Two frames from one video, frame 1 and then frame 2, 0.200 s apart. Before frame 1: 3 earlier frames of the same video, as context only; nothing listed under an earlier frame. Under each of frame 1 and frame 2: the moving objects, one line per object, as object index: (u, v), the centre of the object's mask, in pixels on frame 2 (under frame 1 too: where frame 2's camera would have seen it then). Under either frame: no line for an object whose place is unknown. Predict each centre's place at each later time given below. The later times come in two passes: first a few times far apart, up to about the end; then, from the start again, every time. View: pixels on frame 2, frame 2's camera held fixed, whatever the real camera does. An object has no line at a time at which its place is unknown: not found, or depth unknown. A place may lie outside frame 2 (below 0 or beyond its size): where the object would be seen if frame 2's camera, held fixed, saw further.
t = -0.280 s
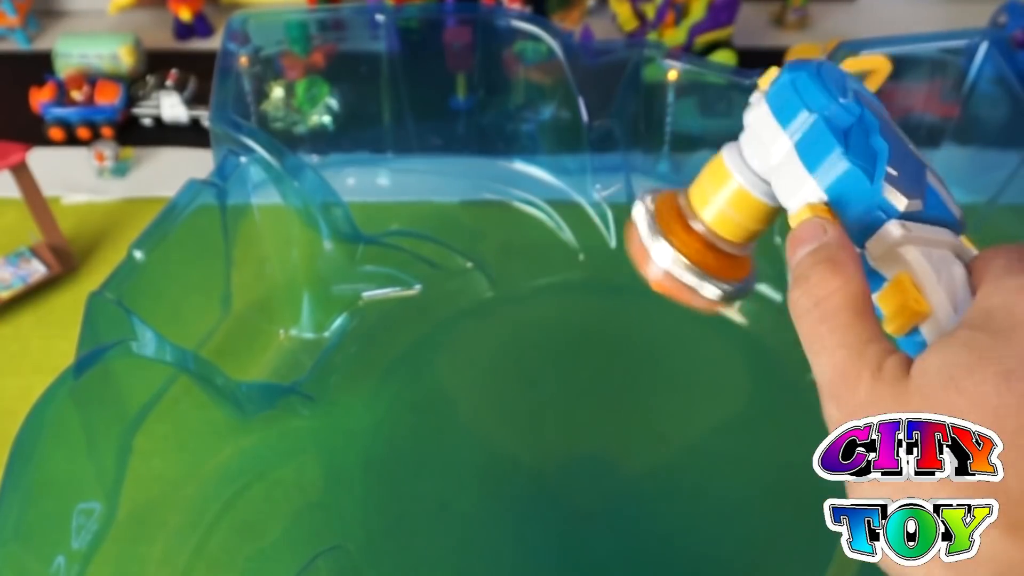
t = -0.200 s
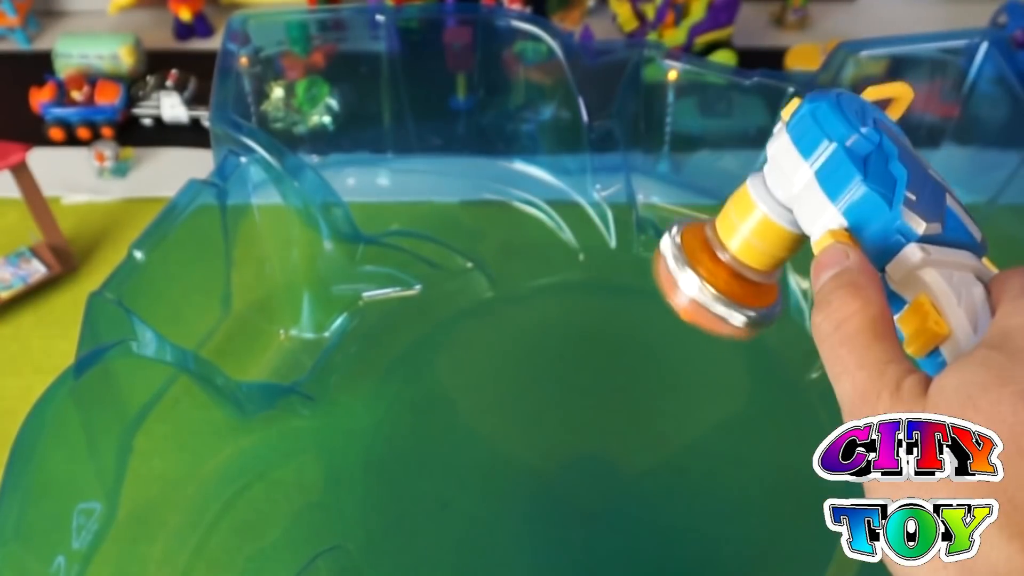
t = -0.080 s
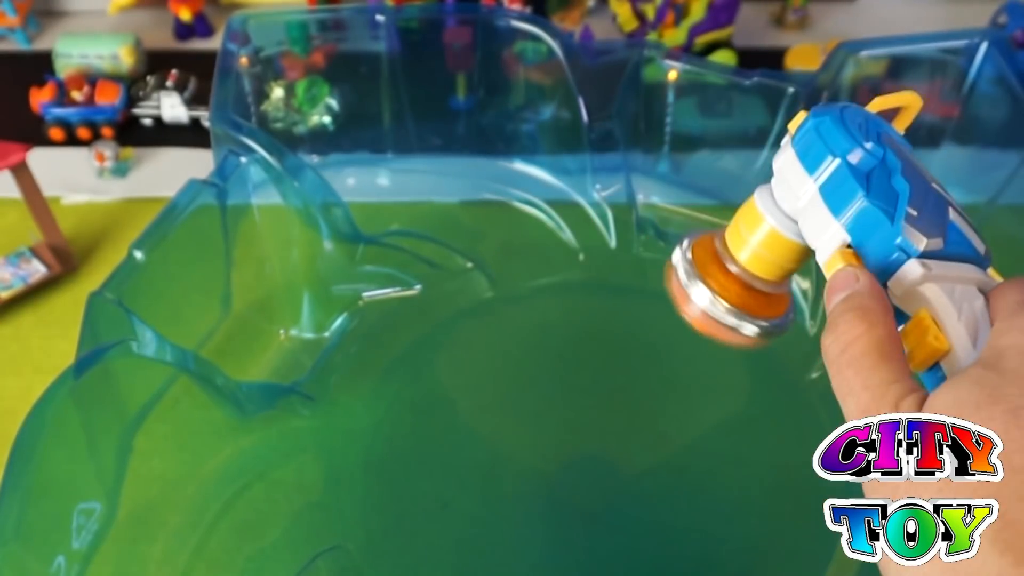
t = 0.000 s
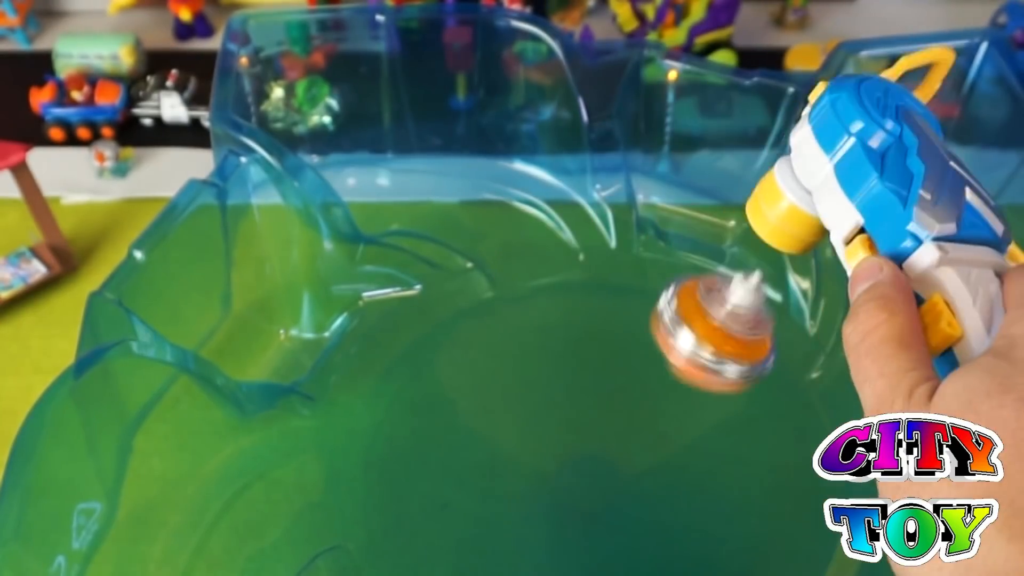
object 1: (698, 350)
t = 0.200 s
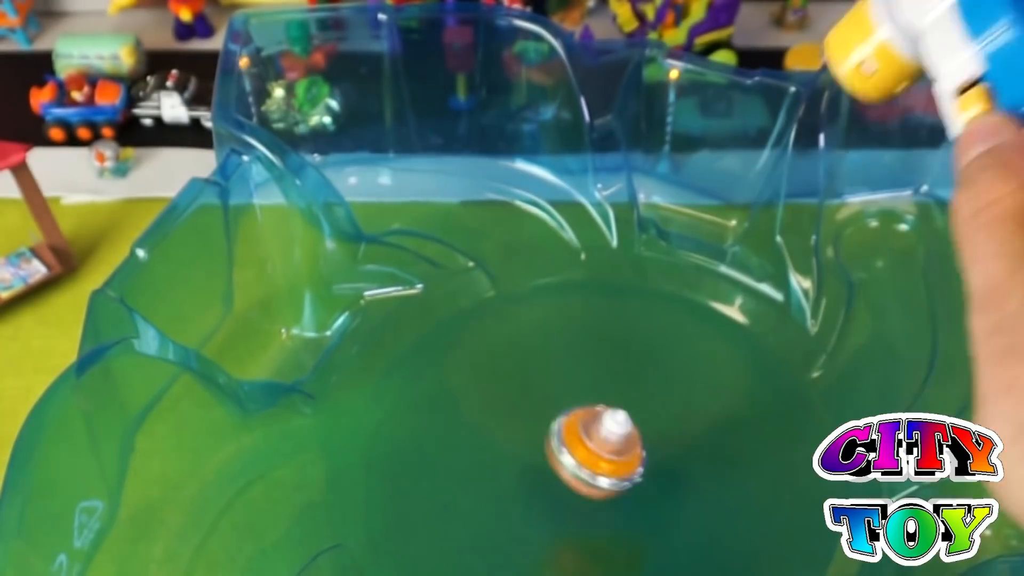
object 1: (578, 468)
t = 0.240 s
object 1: (551, 455)
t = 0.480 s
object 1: (525, 383)
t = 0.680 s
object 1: (539, 355)
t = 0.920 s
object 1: (584, 336)
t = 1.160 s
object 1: (657, 312)
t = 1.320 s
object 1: (717, 295)
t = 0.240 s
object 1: (551, 455)
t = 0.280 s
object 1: (534, 450)
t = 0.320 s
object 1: (531, 428)
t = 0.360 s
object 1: (527, 411)
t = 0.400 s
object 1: (526, 402)
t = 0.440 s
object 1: (525, 391)
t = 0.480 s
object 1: (525, 383)
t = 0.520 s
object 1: (526, 377)
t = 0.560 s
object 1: (528, 370)
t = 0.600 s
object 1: (529, 363)
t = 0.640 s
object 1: (534, 359)
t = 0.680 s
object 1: (539, 355)
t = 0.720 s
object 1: (544, 351)
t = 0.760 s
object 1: (551, 348)
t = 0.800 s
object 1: (558, 345)
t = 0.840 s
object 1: (566, 341)
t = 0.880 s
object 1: (574, 339)
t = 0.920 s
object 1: (584, 336)
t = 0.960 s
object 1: (594, 332)
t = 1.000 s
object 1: (605, 328)
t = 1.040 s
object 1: (617, 324)
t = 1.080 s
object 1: (630, 321)
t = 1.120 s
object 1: (642, 316)
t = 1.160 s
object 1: (657, 312)
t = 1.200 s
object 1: (672, 306)
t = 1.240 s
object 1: (684, 297)
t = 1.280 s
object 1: (719, 285)
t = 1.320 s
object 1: (717, 295)
